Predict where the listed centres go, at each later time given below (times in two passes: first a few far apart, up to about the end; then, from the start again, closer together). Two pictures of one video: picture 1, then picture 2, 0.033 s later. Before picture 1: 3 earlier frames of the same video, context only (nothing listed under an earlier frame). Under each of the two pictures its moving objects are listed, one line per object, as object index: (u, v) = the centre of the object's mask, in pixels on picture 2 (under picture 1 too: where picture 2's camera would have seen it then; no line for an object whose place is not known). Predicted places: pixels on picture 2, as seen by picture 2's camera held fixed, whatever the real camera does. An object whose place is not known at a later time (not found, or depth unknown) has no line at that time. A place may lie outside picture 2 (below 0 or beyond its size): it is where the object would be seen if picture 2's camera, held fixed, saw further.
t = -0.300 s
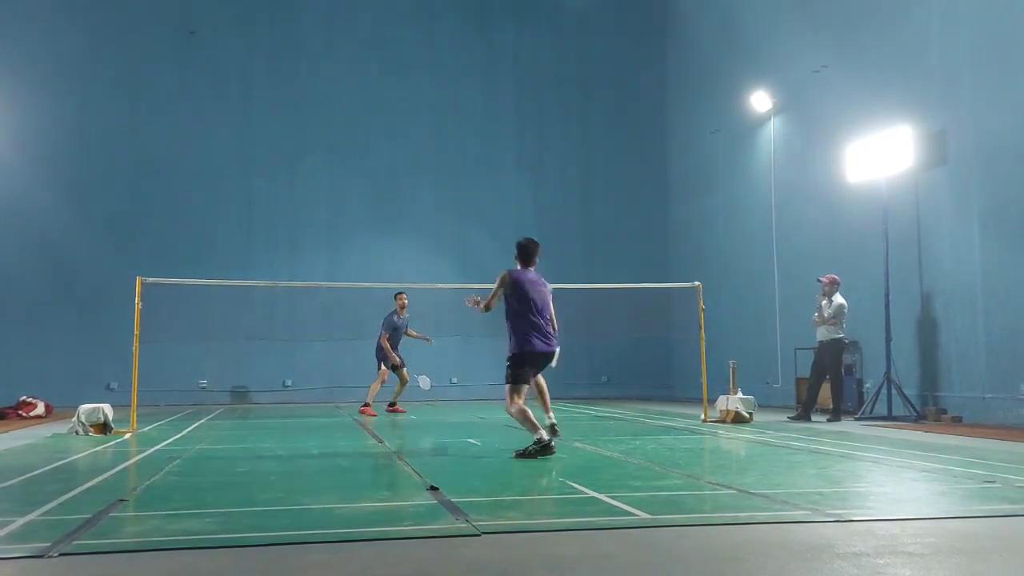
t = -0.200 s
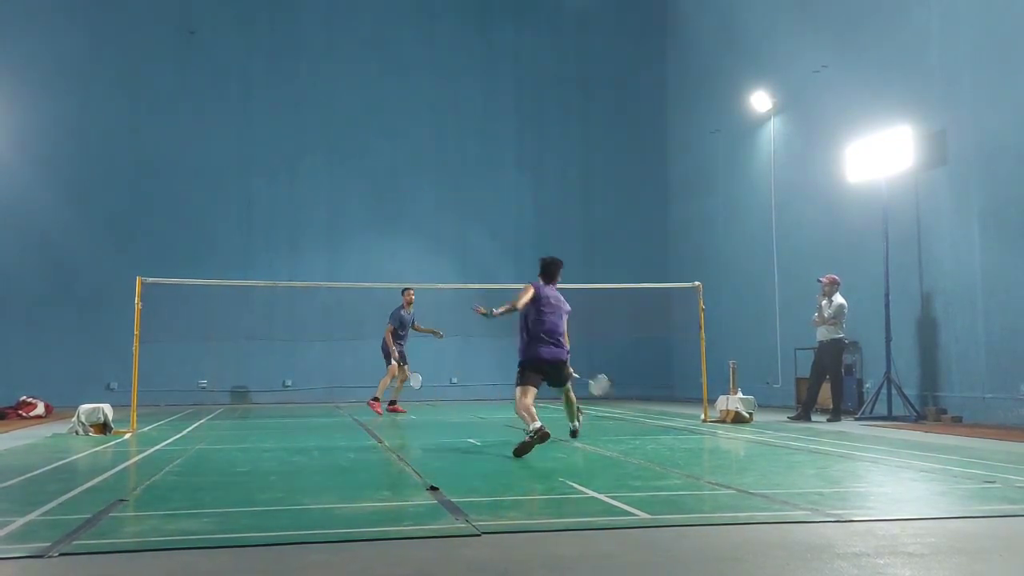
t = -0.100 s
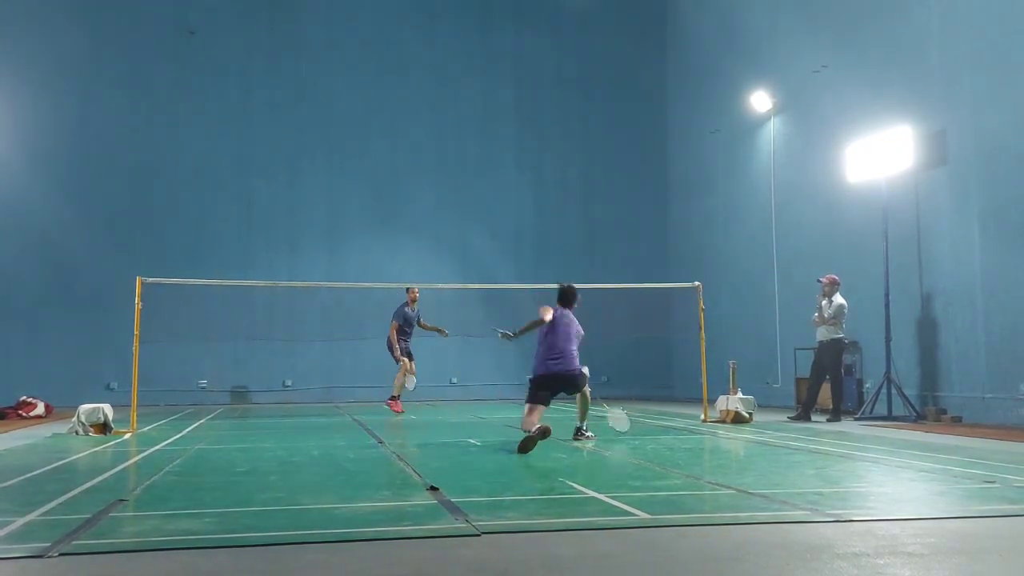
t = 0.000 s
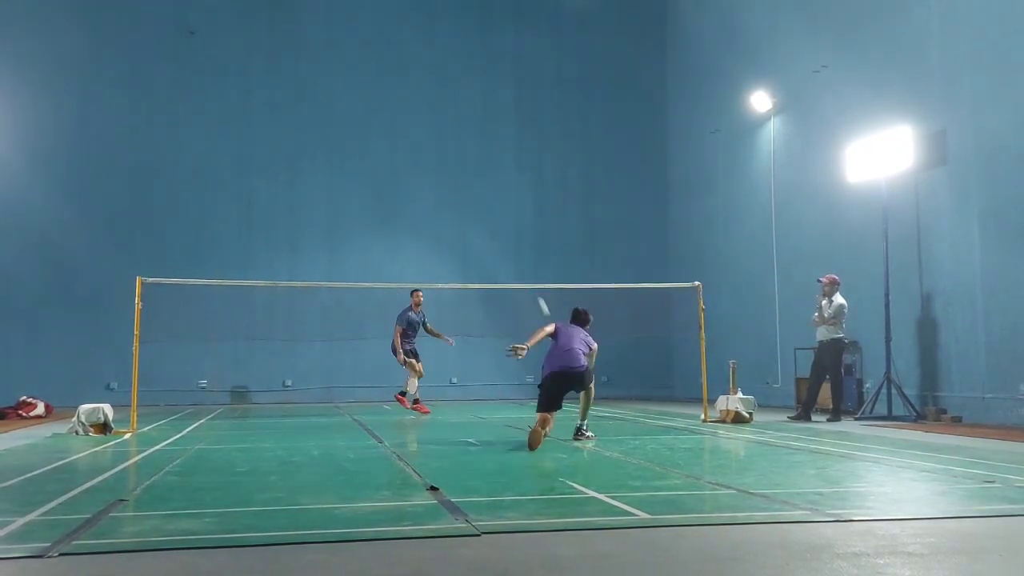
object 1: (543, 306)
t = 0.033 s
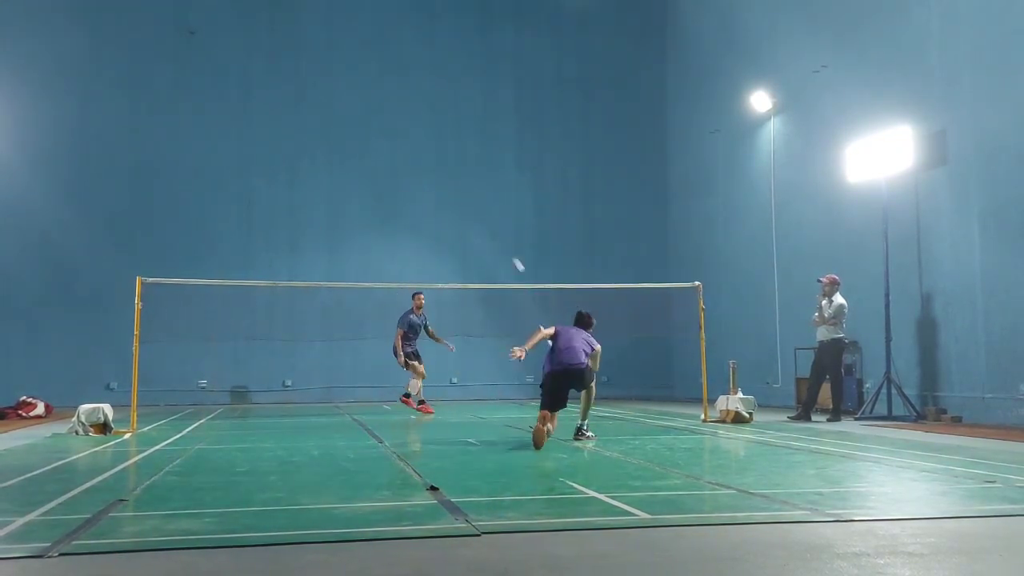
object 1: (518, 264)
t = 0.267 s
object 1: (417, 120)
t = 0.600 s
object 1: (355, 77)
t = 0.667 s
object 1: (346, 79)
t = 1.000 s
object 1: (317, 125)
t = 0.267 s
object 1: (417, 120)
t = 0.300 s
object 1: (408, 111)
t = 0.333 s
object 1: (400, 102)
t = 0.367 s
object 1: (392, 95)
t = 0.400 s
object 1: (386, 90)
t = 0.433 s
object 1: (380, 86)
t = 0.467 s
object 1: (374, 82)
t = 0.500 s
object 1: (369, 79)
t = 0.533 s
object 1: (364, 78)
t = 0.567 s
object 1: (359, 77)
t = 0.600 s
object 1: (355, 77)
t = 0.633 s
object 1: (351, 78)
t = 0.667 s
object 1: (346, 79)
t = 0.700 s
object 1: (342, 81)
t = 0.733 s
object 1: (339, 84)
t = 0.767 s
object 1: (336, 87)
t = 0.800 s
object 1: (332, 91)
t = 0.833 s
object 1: (329, 95)
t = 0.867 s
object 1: (326, 100)
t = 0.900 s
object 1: (323, 105)
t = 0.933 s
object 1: (321, 111)
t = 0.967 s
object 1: (319, 118)
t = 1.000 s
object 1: (317, 125)
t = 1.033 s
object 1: (315, 133)
